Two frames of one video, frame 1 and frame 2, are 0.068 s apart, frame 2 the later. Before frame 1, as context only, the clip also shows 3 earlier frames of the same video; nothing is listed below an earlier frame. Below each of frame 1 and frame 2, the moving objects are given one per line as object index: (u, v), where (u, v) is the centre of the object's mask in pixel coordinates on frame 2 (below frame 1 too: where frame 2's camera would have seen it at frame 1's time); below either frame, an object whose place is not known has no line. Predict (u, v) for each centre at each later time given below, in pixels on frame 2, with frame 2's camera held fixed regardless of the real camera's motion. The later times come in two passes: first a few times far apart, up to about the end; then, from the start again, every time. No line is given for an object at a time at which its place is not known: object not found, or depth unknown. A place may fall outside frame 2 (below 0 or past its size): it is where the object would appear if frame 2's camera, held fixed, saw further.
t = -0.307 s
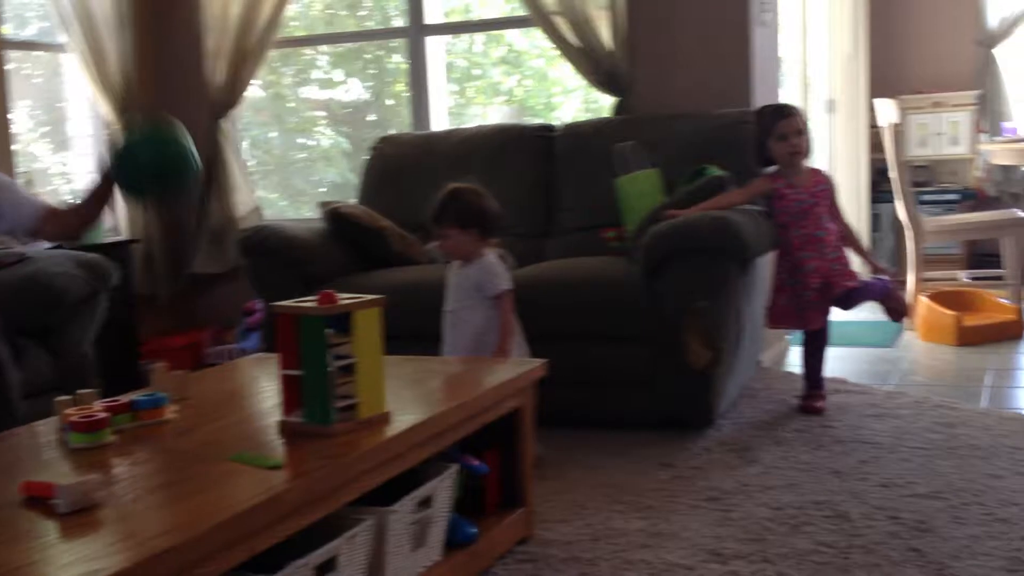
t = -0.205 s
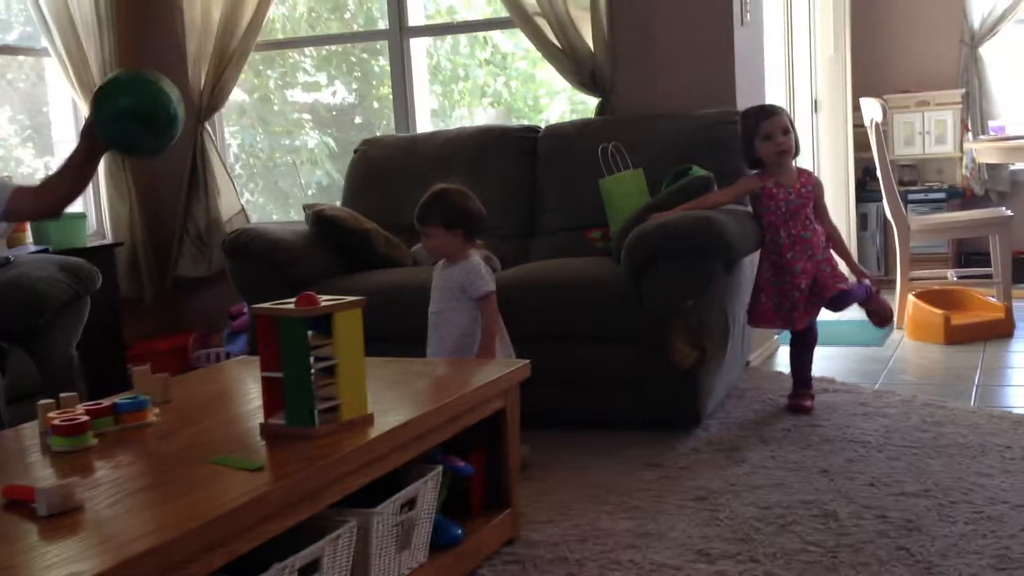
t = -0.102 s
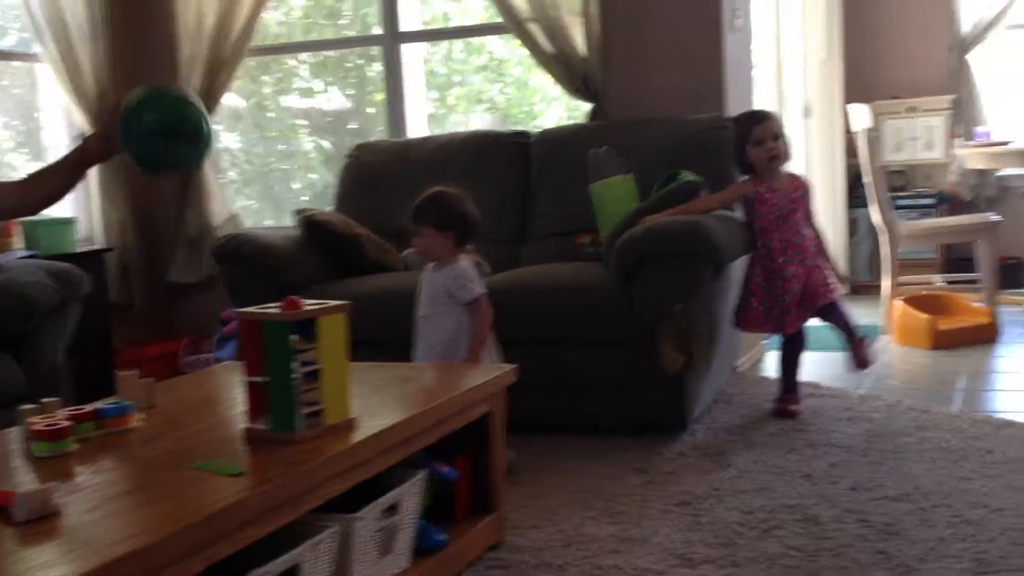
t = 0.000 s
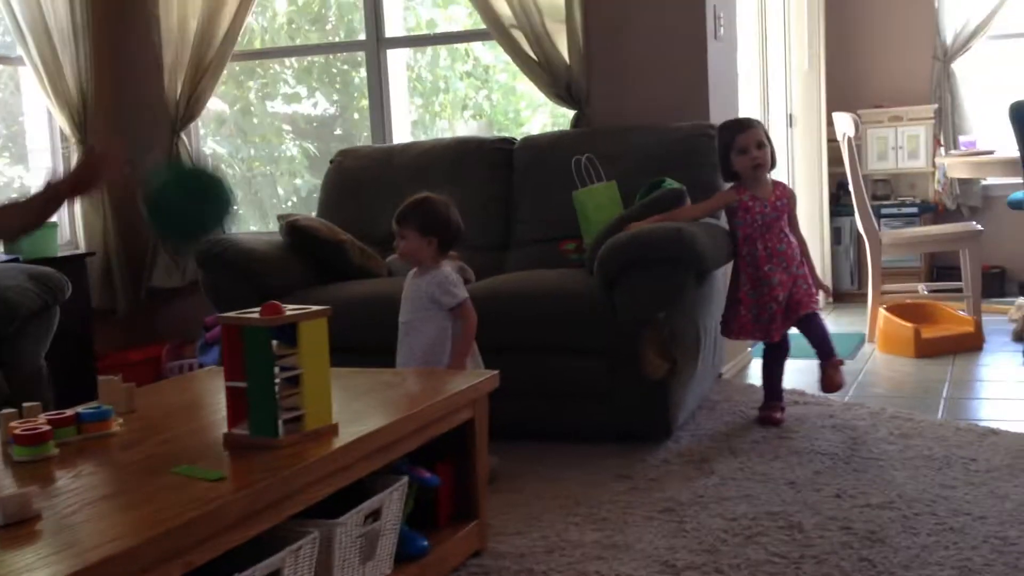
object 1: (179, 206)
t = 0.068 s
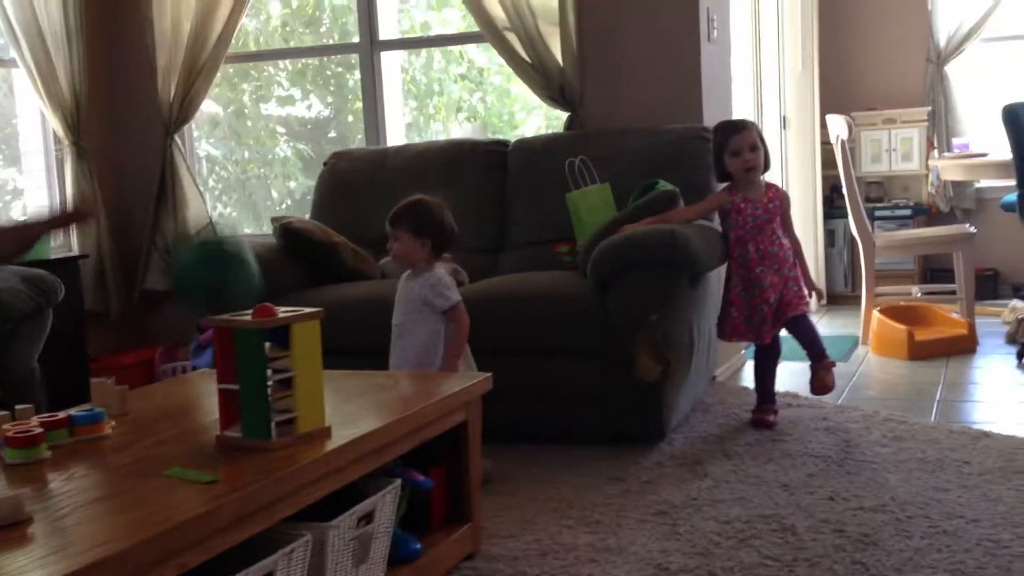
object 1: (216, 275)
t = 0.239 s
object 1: (257, 243)
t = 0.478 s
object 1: (311, 172)
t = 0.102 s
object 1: (222, 288)
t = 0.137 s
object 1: (231, 305)
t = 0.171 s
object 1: (244, 283)
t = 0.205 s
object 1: (249, 273)
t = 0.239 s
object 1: (257, 243)
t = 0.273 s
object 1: (263, 223)
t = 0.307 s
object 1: (269, 199)
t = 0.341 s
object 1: (276, 185)
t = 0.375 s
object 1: (285, 175)
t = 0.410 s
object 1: (292, 169)
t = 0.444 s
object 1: (300, 168)
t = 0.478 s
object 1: (311, 172)
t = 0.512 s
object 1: (320, 179)
